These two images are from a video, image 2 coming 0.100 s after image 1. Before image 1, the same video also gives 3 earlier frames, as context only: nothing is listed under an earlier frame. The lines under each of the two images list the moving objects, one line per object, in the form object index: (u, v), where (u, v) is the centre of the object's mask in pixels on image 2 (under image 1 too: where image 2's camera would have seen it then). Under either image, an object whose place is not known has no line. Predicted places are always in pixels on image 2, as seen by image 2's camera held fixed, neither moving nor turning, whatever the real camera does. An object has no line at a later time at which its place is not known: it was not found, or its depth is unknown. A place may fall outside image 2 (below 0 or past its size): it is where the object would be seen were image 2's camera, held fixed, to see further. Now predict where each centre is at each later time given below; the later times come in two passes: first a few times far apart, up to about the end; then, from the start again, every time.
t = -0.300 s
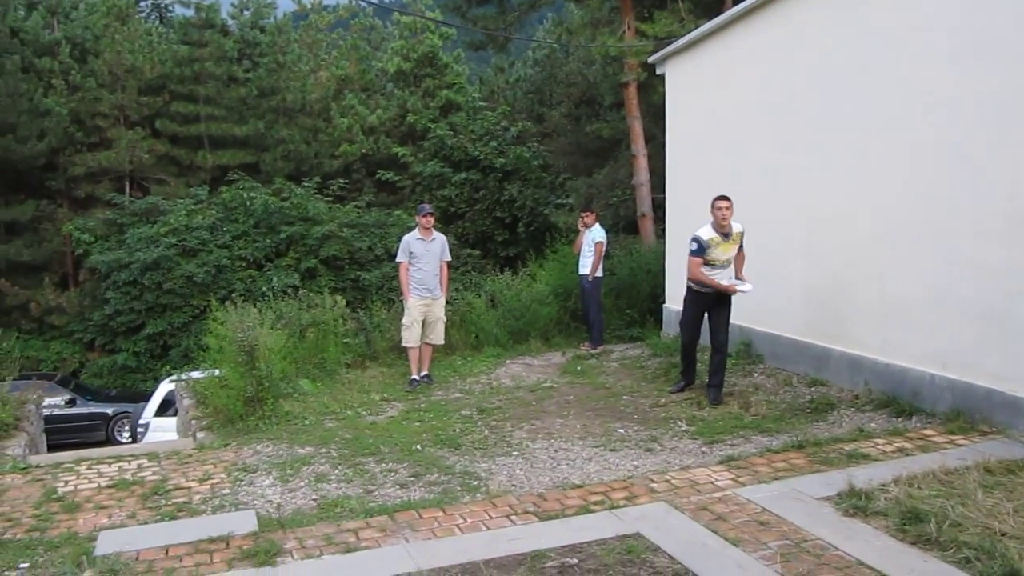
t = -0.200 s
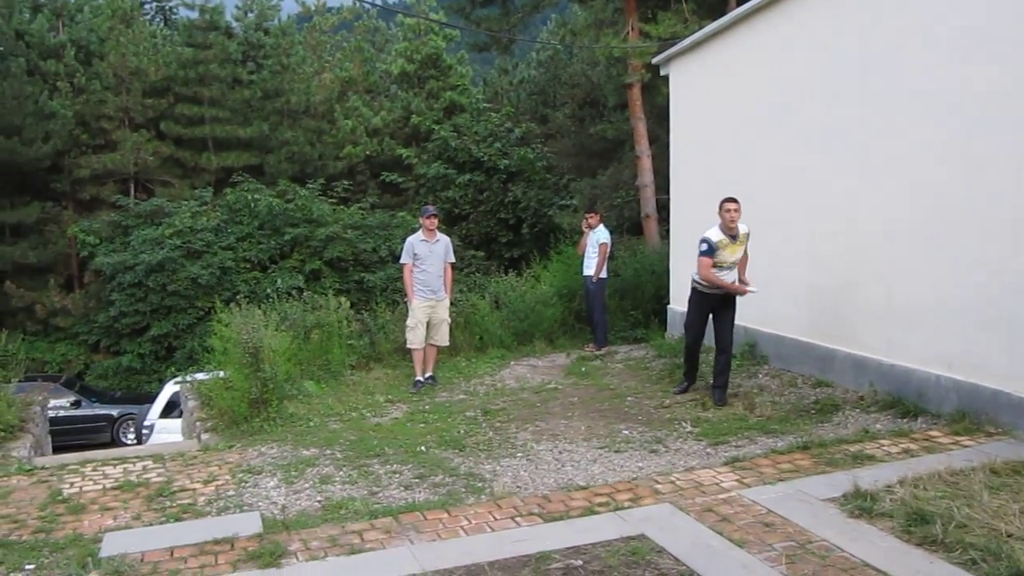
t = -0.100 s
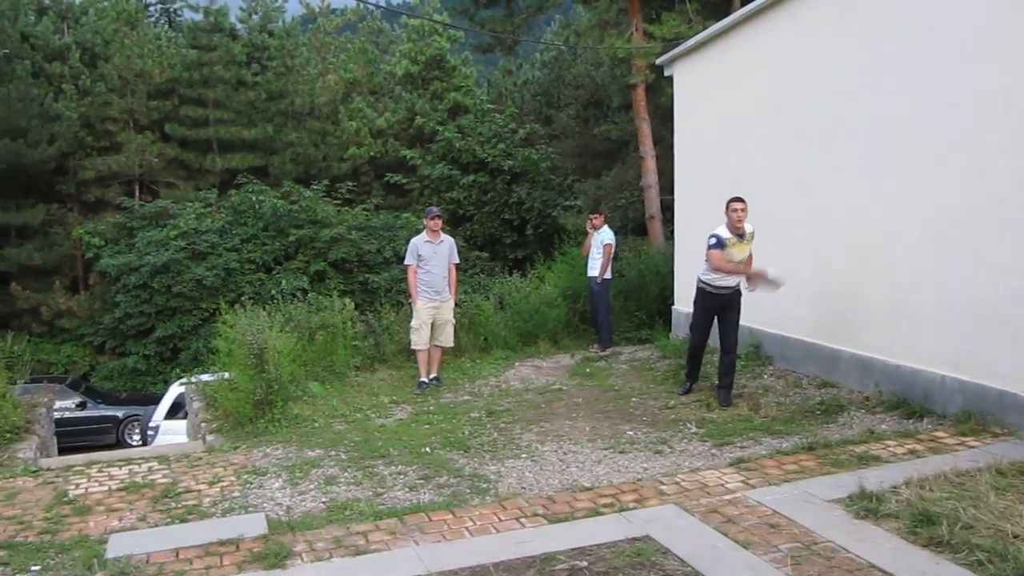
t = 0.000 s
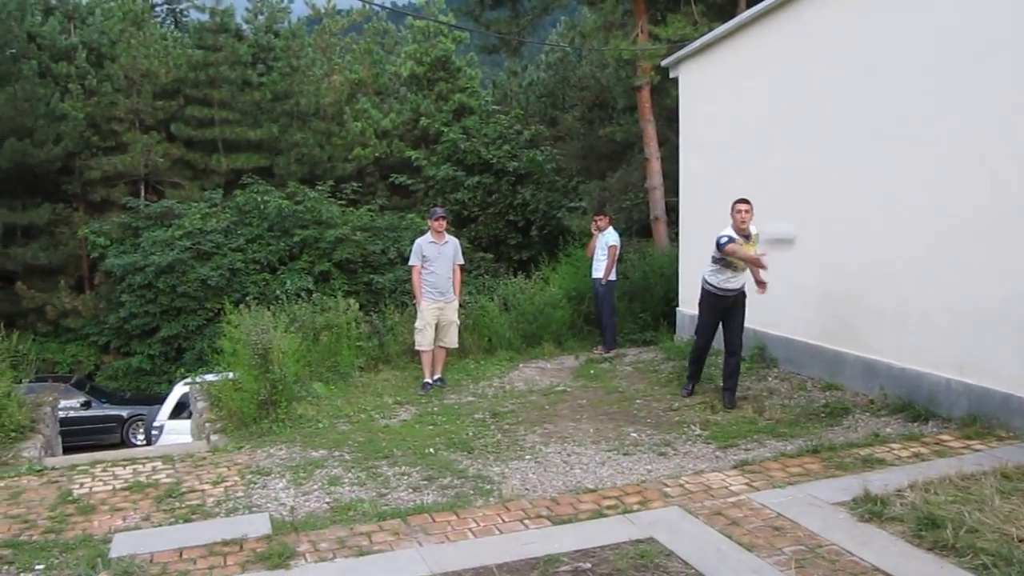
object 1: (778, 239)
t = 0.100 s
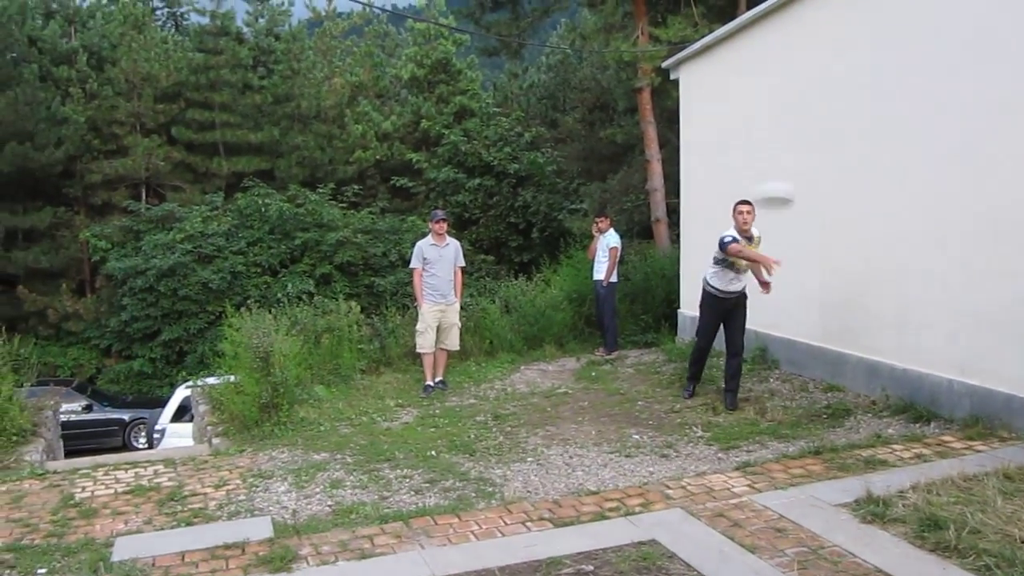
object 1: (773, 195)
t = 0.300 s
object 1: (761, 133)
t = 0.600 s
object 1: (730, 82)
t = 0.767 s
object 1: (712, 88)
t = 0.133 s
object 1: (772, 183)
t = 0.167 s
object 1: (769, 173)
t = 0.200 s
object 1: (766, 162)
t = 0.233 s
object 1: (765, 151)
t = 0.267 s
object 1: (762, 142)
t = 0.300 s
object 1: (761, 133)
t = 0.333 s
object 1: (757, 124)
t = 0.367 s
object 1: (753, 117)
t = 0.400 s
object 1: (751, 109)
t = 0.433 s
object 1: (747, 103)
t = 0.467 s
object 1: (744, 96)
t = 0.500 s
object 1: (740, 91)
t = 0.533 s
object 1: (737, 86)
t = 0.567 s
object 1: (732, 83)
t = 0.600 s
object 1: (730, 82)
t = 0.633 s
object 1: (726, 81)
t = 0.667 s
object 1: (723, 80)
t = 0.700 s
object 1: (719, 82)
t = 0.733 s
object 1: (715, 84)
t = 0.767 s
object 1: (712, 88)
